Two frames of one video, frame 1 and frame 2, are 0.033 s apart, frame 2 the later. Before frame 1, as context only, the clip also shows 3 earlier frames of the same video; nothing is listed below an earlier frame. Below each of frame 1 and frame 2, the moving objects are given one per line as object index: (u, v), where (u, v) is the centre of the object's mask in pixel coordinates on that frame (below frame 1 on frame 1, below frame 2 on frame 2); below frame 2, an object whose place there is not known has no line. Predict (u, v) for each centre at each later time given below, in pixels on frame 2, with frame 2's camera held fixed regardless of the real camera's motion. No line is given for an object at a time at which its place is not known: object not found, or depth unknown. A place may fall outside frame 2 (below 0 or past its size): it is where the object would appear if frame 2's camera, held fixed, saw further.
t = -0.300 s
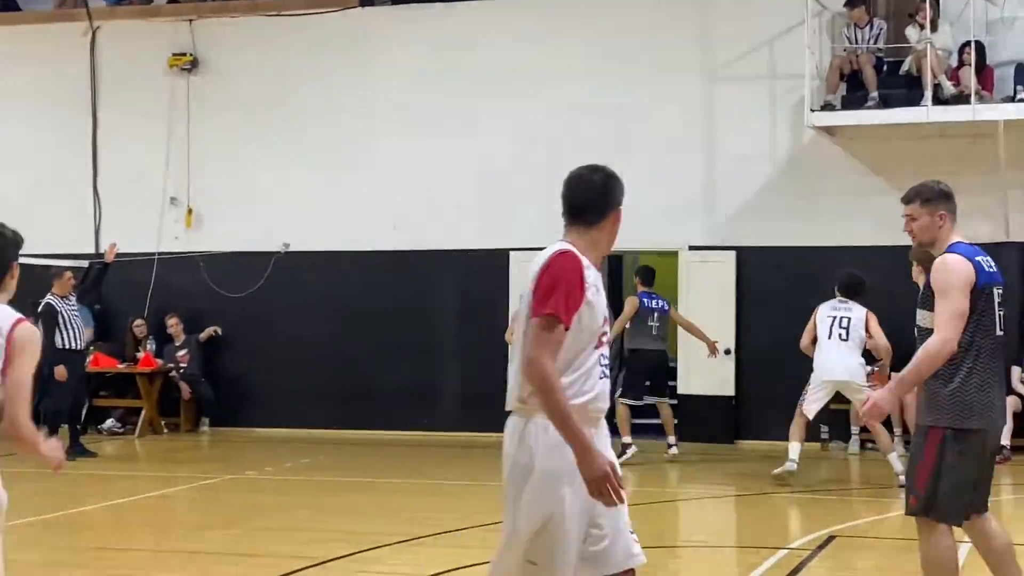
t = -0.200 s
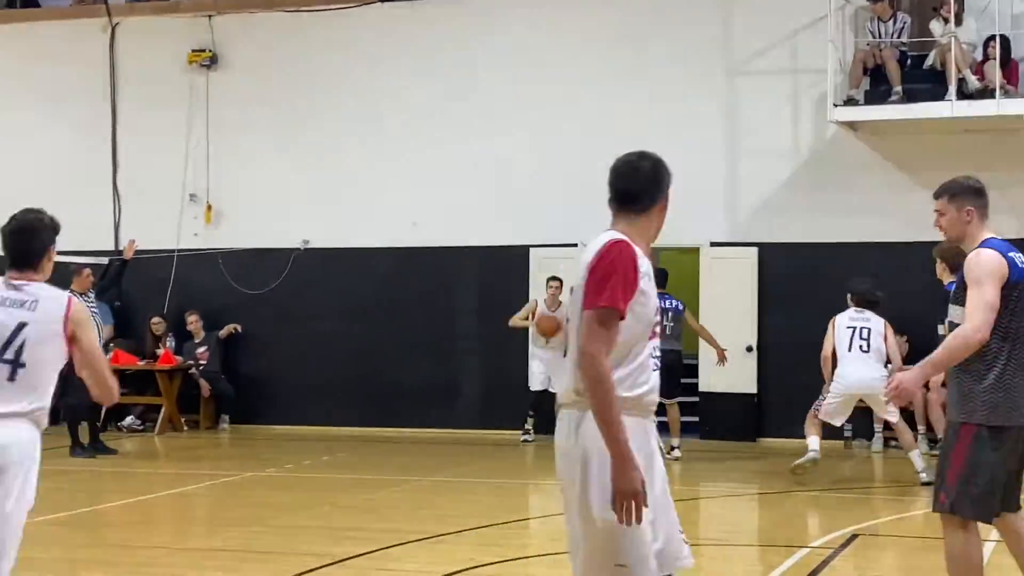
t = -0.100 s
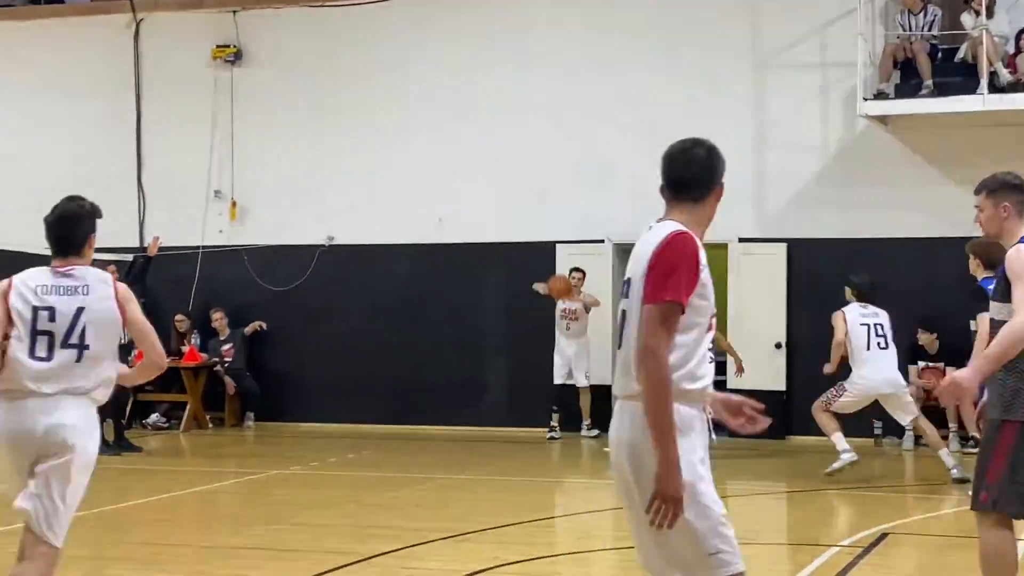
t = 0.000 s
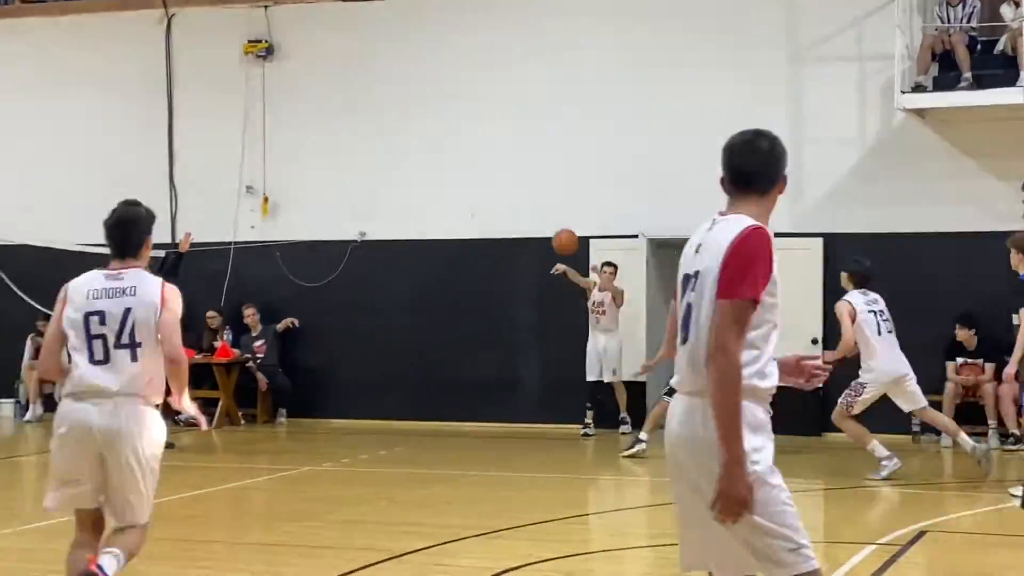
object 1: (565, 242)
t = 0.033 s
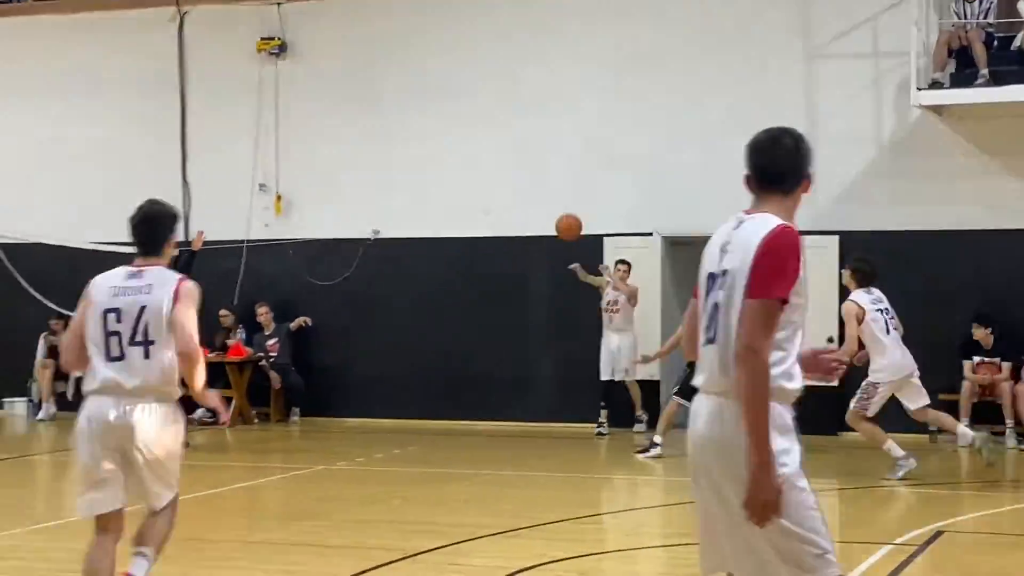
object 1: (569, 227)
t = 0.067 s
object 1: (558, 215)
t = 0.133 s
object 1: (536, 195)
